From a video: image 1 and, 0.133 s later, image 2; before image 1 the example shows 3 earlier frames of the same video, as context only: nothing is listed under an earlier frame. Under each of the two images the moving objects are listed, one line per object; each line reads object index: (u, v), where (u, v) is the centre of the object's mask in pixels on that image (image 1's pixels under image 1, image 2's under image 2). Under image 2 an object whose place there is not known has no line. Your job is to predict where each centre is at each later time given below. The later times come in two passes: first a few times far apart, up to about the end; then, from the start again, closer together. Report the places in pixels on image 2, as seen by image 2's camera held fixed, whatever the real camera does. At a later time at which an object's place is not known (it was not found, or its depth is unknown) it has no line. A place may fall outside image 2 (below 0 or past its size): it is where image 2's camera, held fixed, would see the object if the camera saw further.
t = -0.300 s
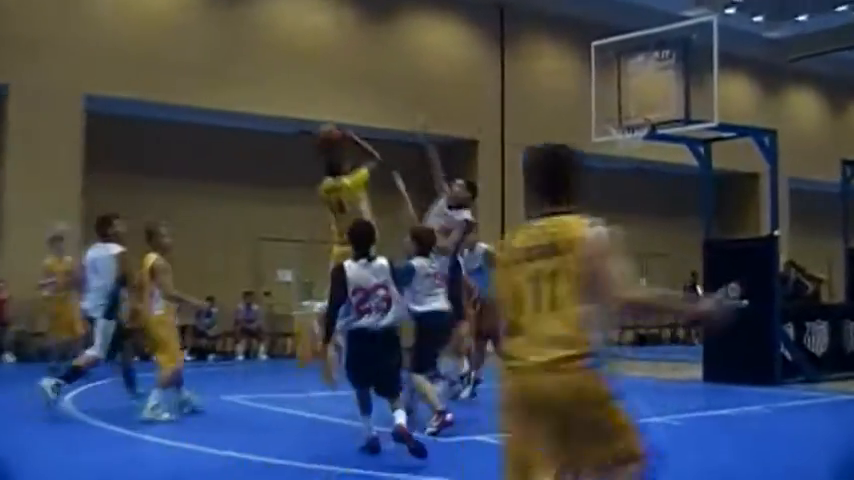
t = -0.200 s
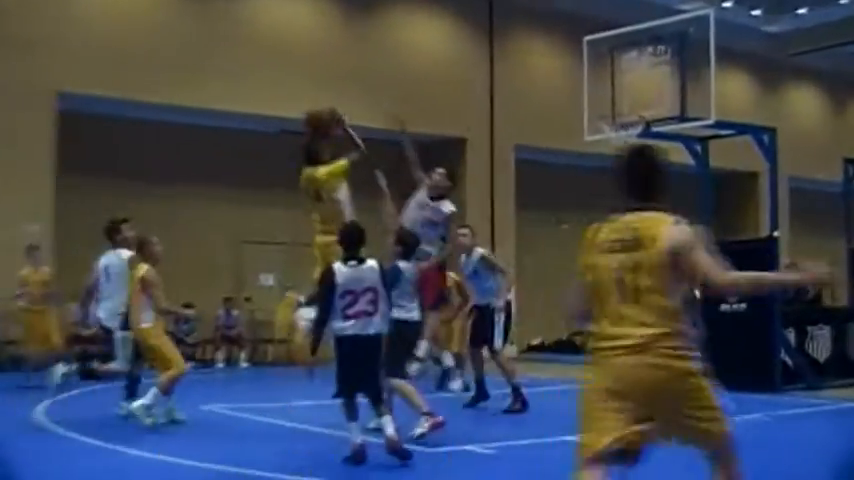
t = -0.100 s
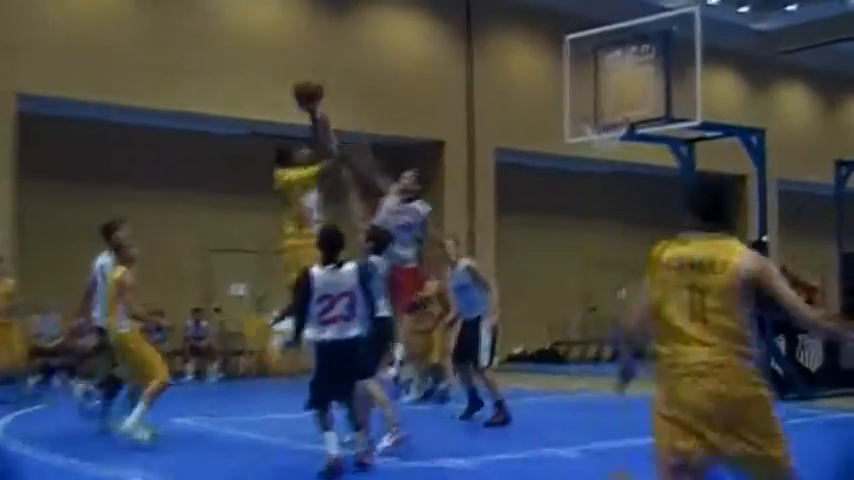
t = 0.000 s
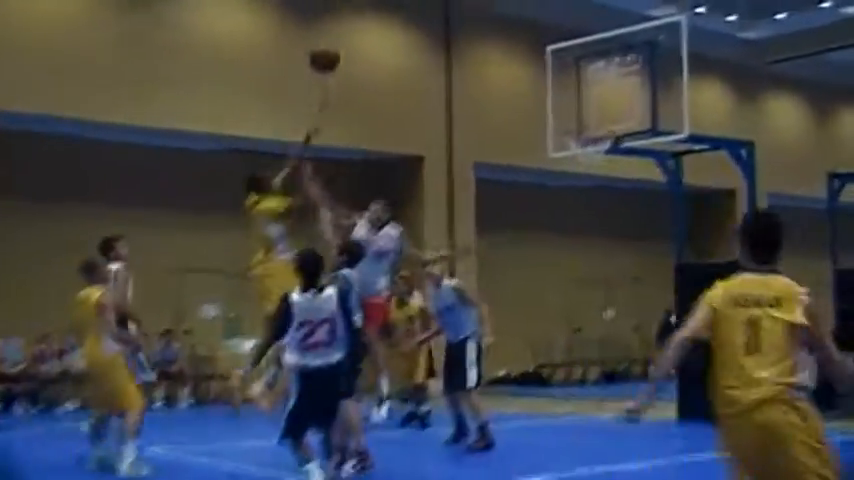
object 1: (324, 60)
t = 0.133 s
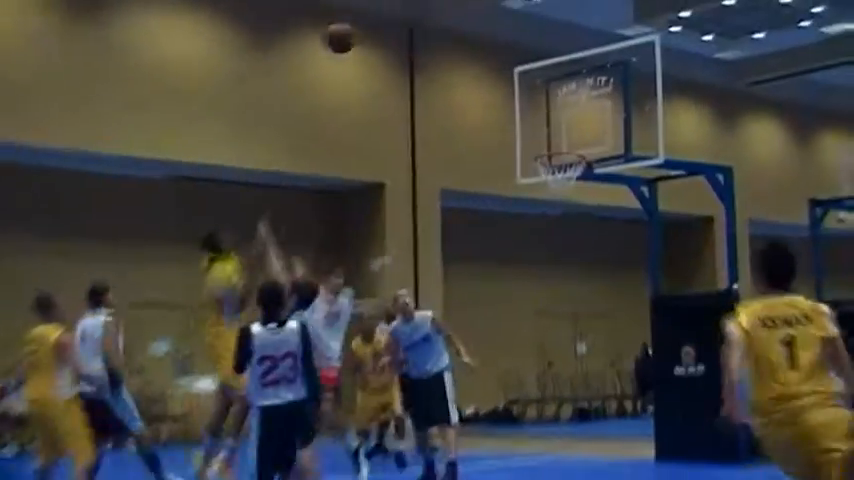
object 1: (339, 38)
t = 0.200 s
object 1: (365, 26)
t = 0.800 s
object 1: (569, 138)
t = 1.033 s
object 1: (546, 141)
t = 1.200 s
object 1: (507, 156)
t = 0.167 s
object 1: (353, 32)
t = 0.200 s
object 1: (365, 26)
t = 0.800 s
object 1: (569, 138)
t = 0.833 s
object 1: (575, 146)
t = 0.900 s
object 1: (569, 143)
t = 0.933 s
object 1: (567, 143)
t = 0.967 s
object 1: (561, 142)
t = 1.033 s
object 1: (546, 141)
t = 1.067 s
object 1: (539, 141)
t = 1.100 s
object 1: (531, 143)
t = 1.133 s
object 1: (522, 148)
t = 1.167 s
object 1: (516, 152)
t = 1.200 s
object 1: (507, 156)
